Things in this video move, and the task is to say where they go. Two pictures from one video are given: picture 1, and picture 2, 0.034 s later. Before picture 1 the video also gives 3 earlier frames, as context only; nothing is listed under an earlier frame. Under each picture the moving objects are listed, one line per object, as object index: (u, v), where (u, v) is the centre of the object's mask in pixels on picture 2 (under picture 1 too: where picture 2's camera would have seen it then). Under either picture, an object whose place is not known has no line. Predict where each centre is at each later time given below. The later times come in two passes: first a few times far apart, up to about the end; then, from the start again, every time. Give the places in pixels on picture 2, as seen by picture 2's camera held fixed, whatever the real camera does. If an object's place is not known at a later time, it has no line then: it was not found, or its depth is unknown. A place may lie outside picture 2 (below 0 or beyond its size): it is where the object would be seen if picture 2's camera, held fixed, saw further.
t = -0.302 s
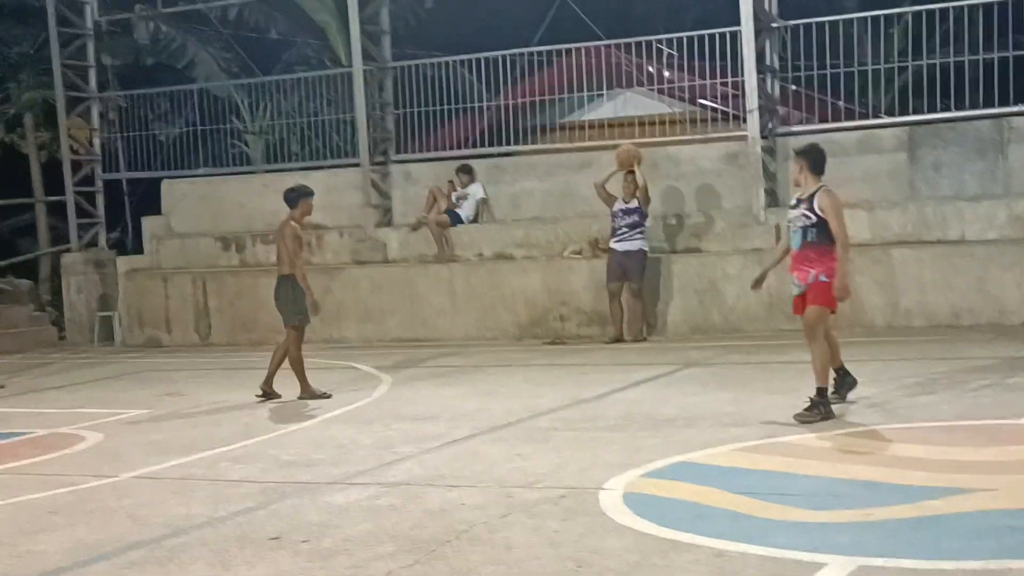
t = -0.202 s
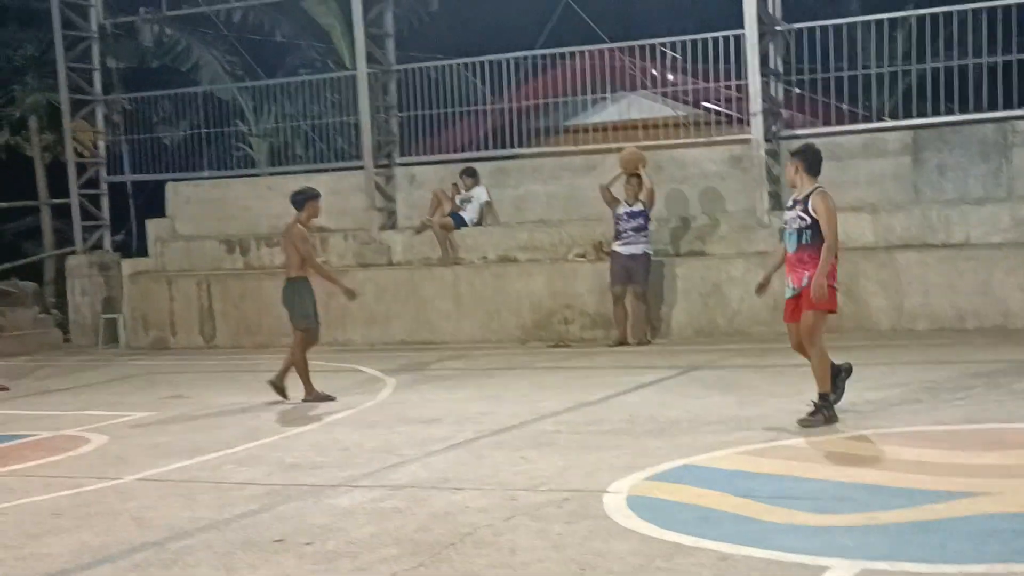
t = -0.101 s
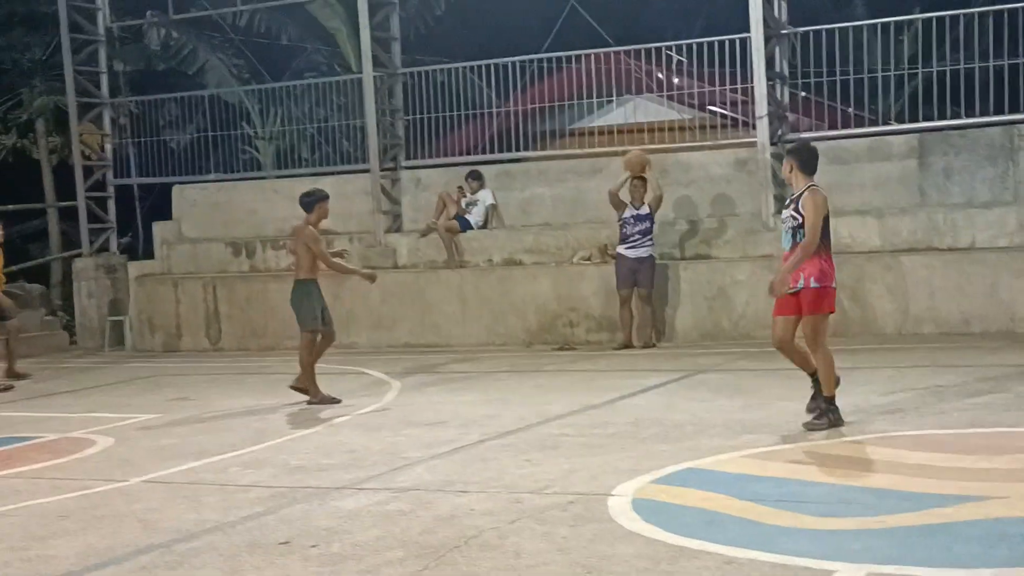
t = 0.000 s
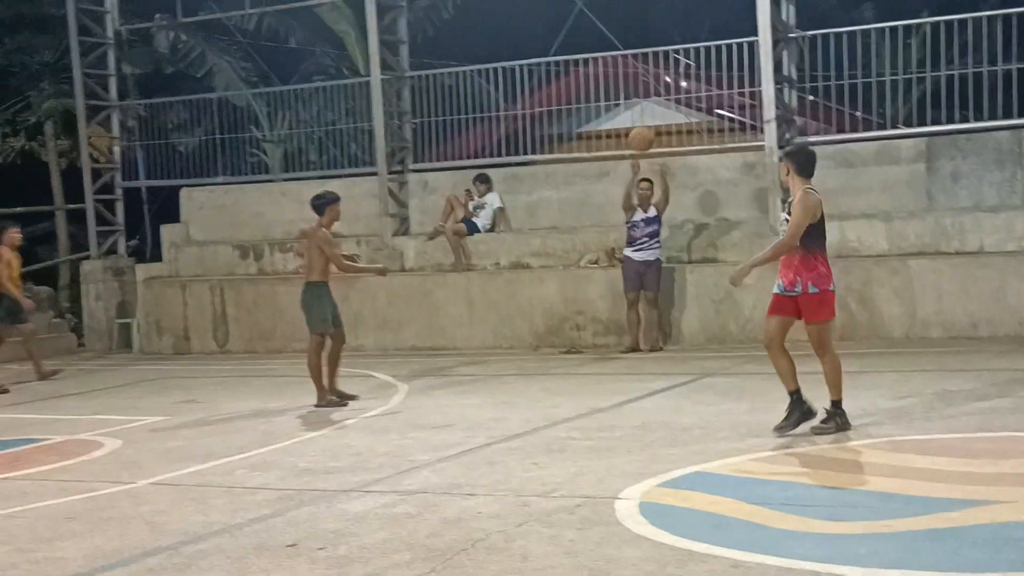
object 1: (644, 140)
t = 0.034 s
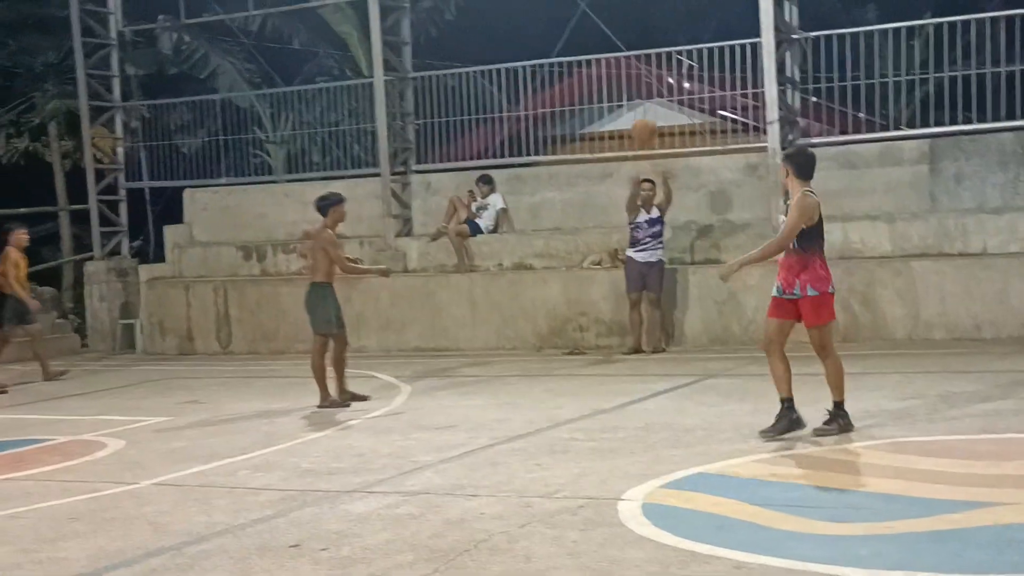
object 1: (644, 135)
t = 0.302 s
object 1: (639, 80)
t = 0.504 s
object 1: (638, 95)
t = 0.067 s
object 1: (643, 121)
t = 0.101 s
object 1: (642, 110)
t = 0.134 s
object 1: (641, 102)
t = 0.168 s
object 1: (641, 95)
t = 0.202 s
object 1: (640, 89)
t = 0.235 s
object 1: (640, 85)
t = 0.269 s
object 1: (640, 82)
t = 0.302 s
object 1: (639, 80)
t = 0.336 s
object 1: (639, 78)
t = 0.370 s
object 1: (639, 79)
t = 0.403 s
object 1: (638, 80)
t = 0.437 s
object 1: (638, 83)
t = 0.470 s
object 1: (637, 88)
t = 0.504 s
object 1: (638, 95)
